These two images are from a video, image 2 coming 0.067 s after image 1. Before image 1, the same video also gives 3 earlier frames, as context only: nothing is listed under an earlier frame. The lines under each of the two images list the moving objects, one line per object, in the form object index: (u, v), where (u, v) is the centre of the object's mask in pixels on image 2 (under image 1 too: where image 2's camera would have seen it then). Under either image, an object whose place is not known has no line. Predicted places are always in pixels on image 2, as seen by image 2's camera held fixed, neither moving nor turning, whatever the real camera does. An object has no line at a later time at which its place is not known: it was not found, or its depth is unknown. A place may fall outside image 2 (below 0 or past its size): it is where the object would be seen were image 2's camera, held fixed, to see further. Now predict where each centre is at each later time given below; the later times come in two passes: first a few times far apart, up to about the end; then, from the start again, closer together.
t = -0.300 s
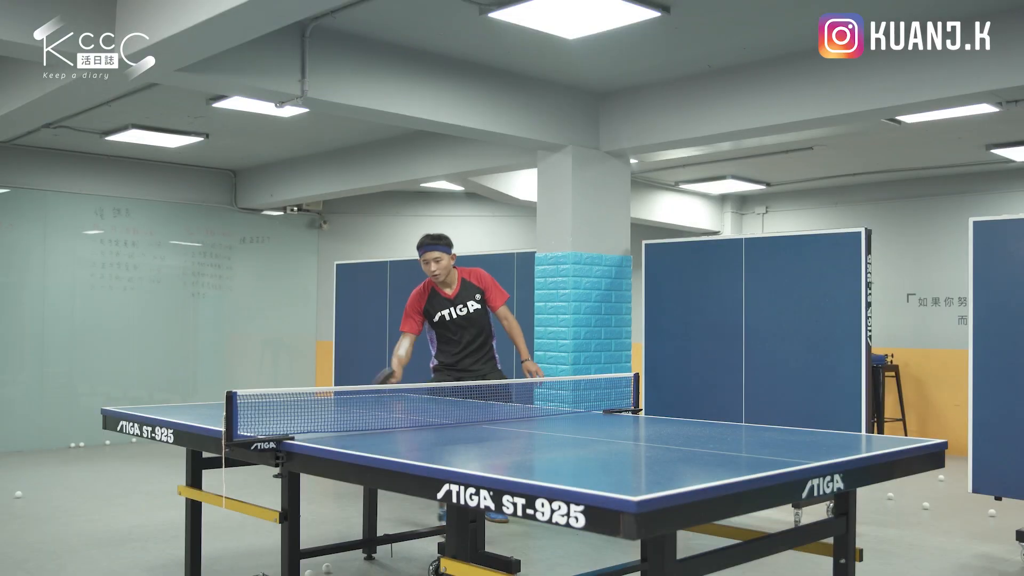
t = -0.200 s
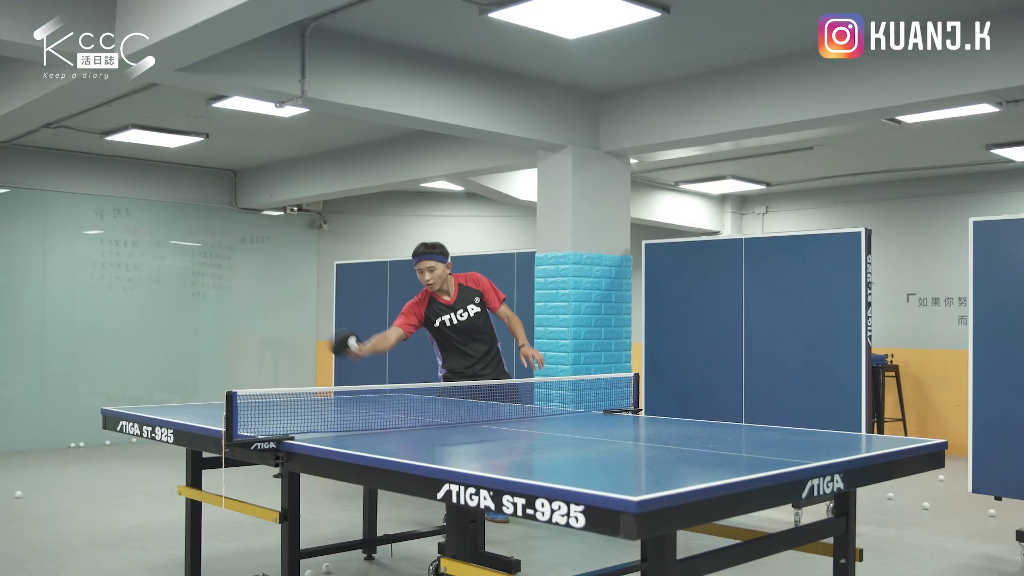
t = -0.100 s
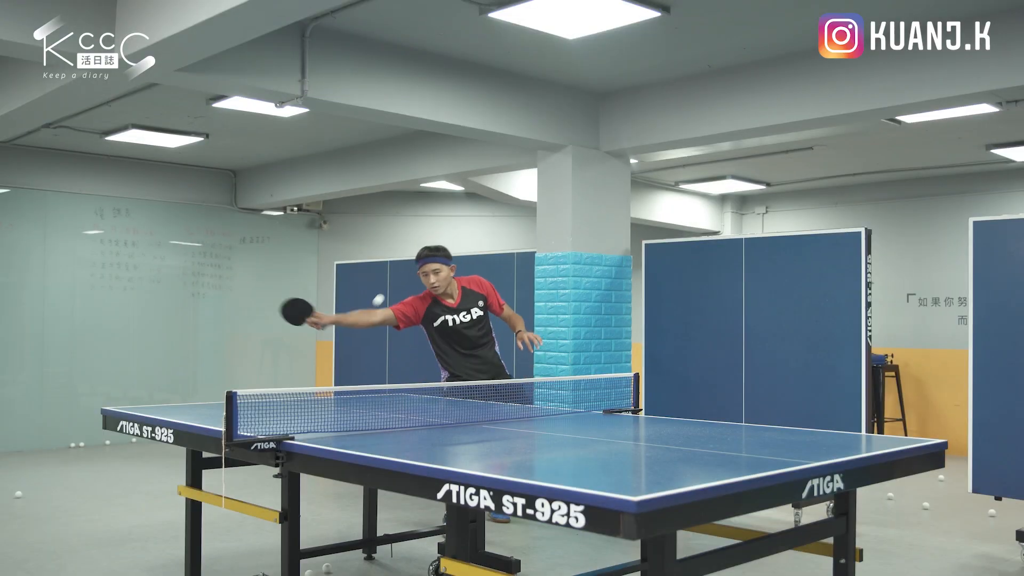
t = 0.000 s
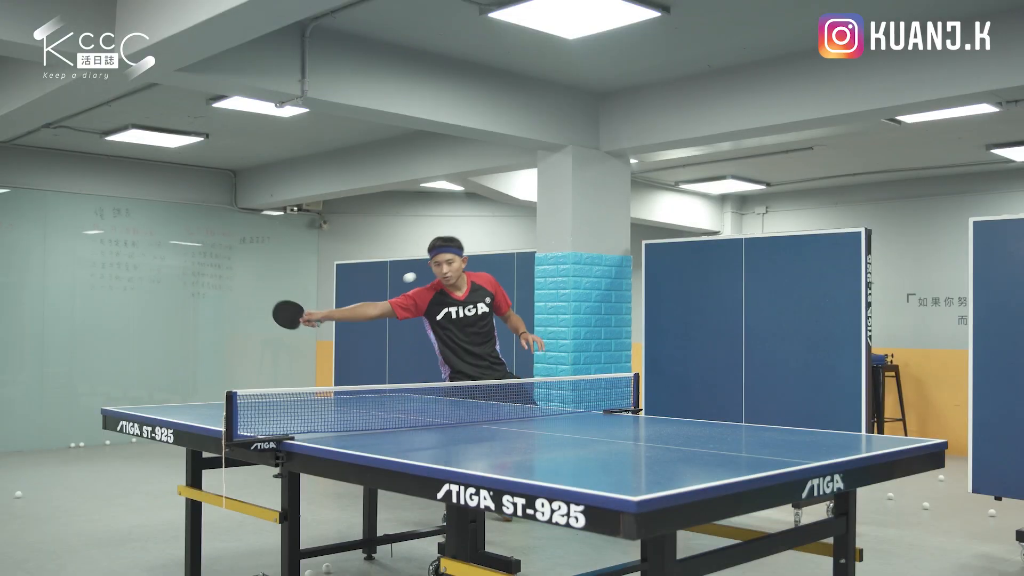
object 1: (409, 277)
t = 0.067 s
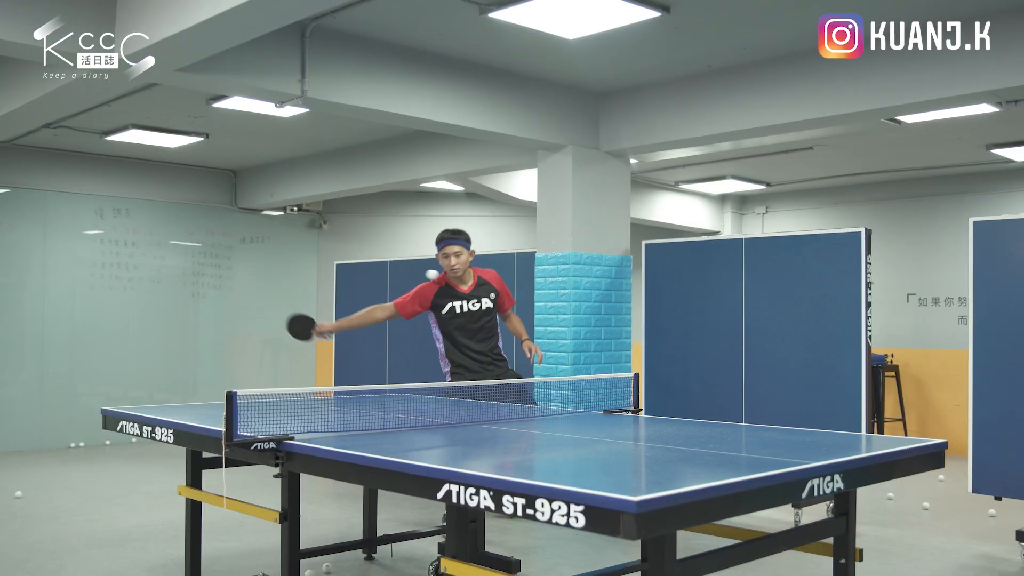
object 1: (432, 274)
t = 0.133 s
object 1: (456, 283)
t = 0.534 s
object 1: (608, 323)
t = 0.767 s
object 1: (697, 314)
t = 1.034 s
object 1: (813, 388)
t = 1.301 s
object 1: (949, 337)
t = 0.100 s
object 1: (444, 277)
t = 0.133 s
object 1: (456, 283)
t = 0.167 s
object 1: (469, 291)
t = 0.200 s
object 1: (483, 303)
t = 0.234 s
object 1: (495, 318)
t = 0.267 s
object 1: (509, 336)
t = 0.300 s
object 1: (523, 358)
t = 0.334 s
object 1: (538, 384)
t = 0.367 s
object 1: (553, 414)
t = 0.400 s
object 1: (564, 399)
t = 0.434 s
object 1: (575, 376)
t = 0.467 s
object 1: (585, 355)
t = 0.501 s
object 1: (596, 338)
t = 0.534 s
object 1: (608, 323)
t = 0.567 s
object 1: (619, 312)
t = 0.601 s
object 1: (631, 304)
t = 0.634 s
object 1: (644, 299)
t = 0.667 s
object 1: (656, 297)
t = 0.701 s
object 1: (669, 299)
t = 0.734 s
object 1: (683, 305)
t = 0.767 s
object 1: (697, 314)
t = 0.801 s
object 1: (711, 328)
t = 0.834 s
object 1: (725, 345)
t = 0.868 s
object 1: (739, 366)
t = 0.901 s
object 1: (754, 393)
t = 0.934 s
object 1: (768, 423)
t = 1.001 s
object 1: (797, 412)
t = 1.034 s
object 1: (813, 388)
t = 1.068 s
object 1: (828, 368)
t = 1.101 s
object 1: (844, 351)
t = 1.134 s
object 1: (859, 339)
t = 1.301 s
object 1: (949, 337)
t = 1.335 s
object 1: (969, 352)
